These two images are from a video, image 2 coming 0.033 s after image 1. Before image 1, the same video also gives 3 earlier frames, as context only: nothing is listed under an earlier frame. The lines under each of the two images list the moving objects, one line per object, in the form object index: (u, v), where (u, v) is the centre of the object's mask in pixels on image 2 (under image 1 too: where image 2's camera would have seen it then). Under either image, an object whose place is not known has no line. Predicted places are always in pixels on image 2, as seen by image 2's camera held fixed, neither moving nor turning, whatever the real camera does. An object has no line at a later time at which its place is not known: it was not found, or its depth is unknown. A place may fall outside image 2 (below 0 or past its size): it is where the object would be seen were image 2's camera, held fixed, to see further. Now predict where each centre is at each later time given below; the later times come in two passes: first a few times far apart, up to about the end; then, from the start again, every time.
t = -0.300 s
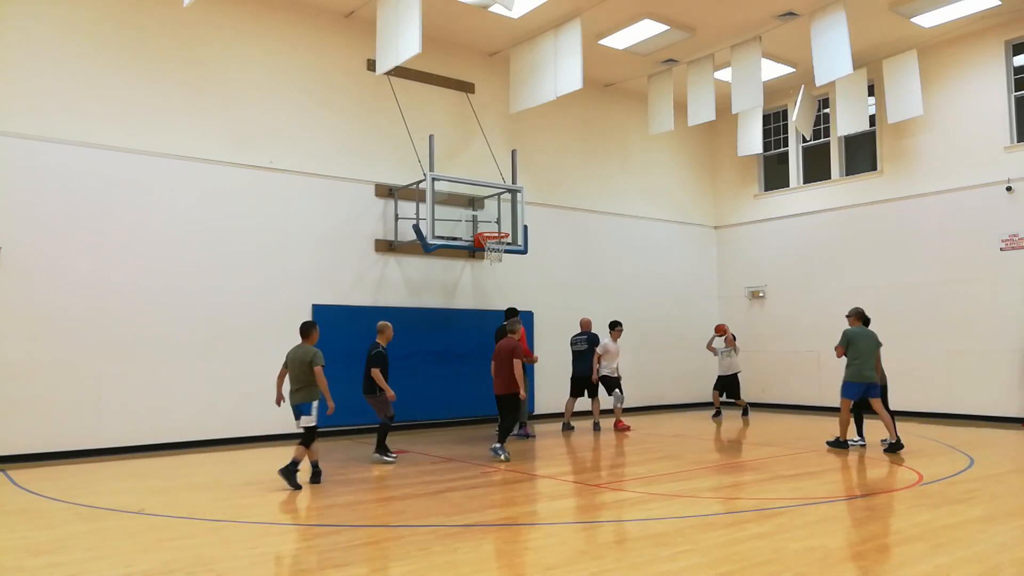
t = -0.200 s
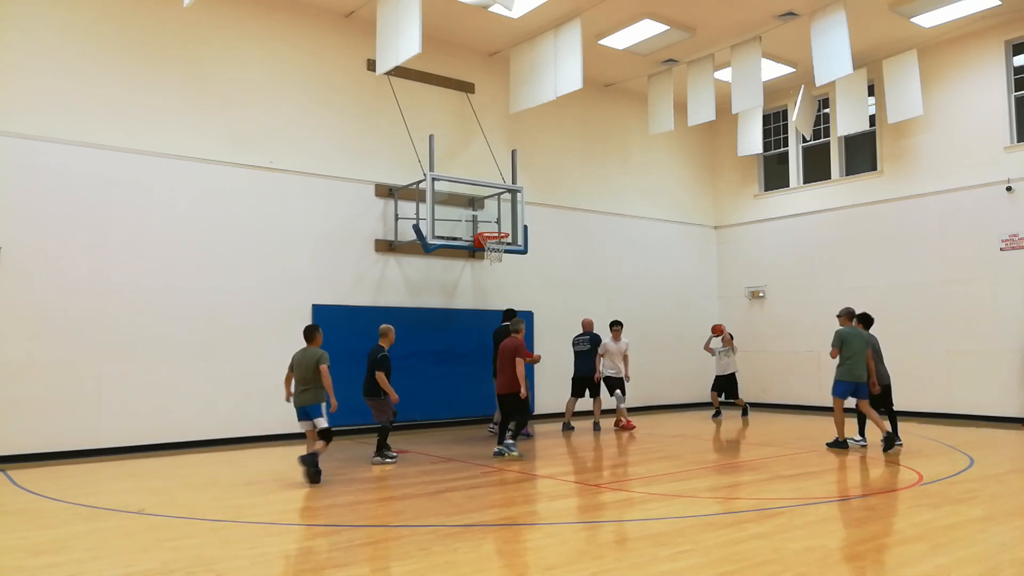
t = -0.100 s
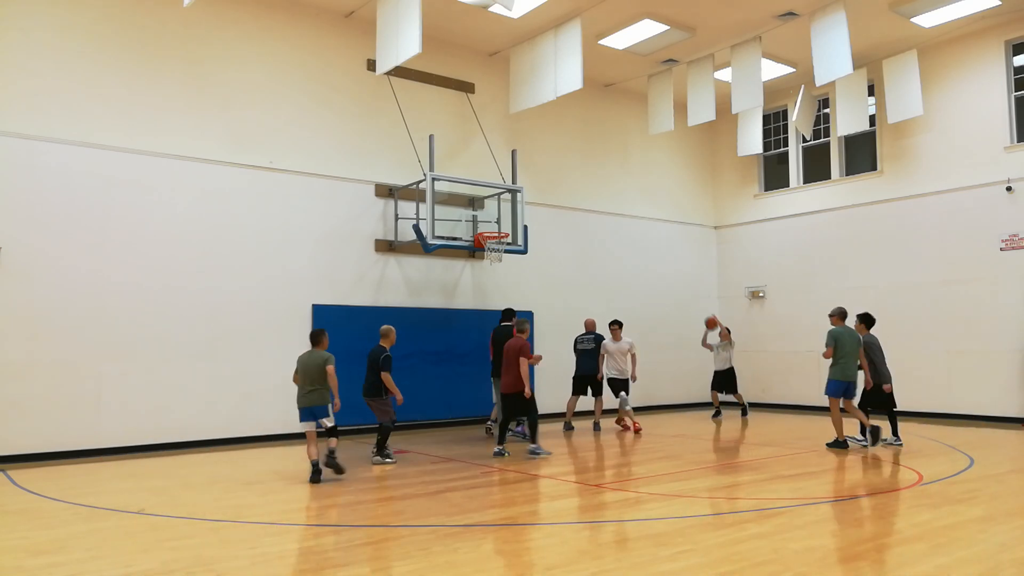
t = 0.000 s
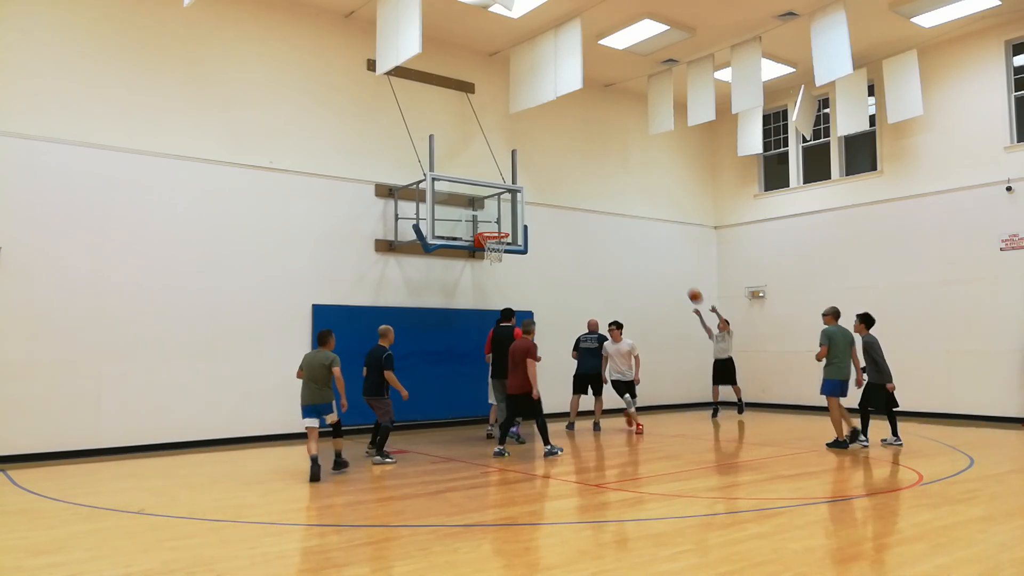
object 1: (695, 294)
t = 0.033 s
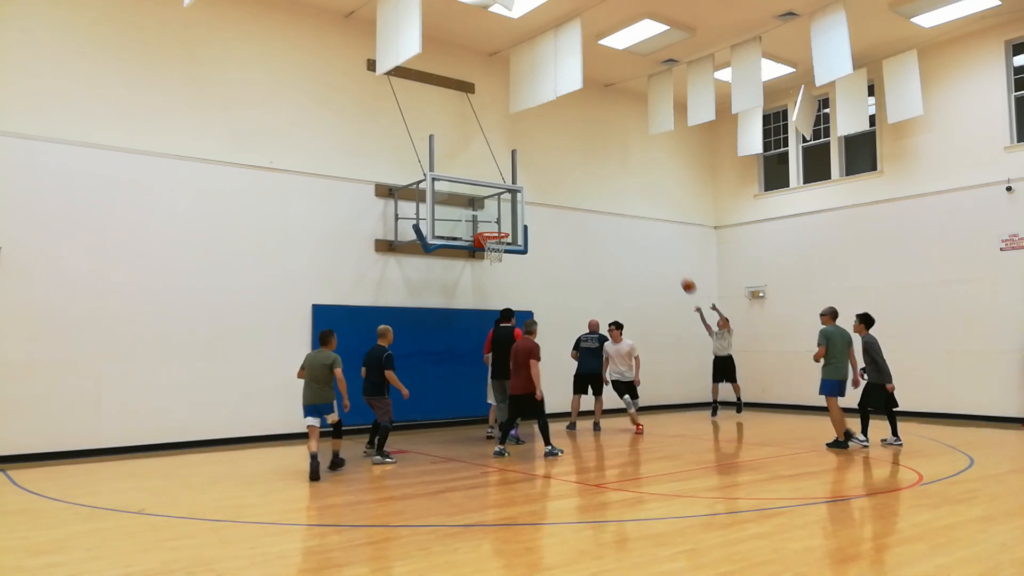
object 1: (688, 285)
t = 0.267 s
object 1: (640, 230)
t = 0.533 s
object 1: (584, 200)
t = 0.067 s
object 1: (681, 274)
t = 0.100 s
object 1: (674, 266)
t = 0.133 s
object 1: (668, 258)
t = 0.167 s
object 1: (661, 250)
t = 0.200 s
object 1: (654, 243)
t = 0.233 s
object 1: (647, 236)
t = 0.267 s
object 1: (640, 230)
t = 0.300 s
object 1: (633, 224)
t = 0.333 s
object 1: (626, 219)
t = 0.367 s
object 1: (619, 214)
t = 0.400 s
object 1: (612, 210)
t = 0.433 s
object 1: (605, 207)
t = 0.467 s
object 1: (598, 204)
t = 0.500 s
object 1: (591, 201)
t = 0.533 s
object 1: (584, 200)
